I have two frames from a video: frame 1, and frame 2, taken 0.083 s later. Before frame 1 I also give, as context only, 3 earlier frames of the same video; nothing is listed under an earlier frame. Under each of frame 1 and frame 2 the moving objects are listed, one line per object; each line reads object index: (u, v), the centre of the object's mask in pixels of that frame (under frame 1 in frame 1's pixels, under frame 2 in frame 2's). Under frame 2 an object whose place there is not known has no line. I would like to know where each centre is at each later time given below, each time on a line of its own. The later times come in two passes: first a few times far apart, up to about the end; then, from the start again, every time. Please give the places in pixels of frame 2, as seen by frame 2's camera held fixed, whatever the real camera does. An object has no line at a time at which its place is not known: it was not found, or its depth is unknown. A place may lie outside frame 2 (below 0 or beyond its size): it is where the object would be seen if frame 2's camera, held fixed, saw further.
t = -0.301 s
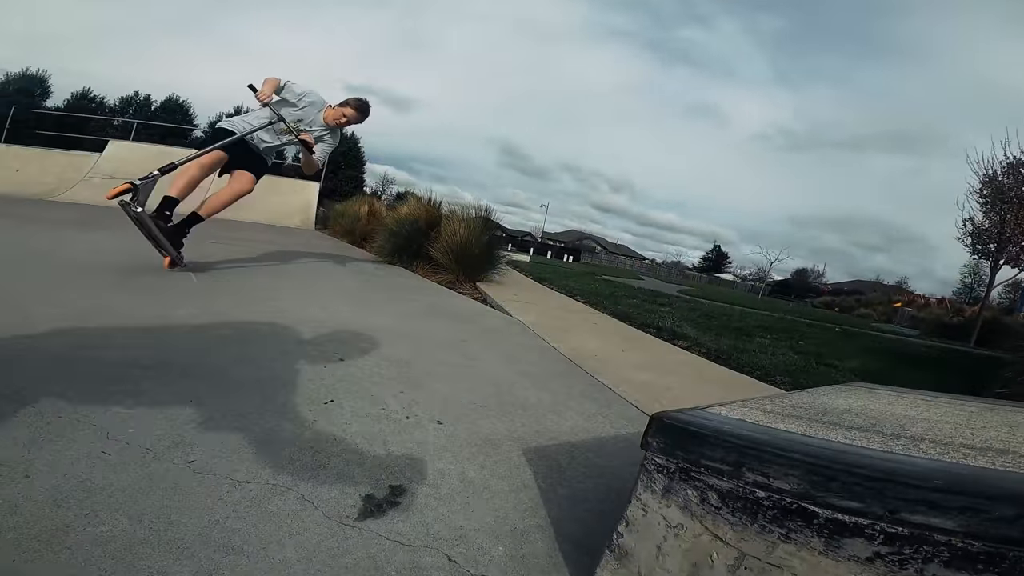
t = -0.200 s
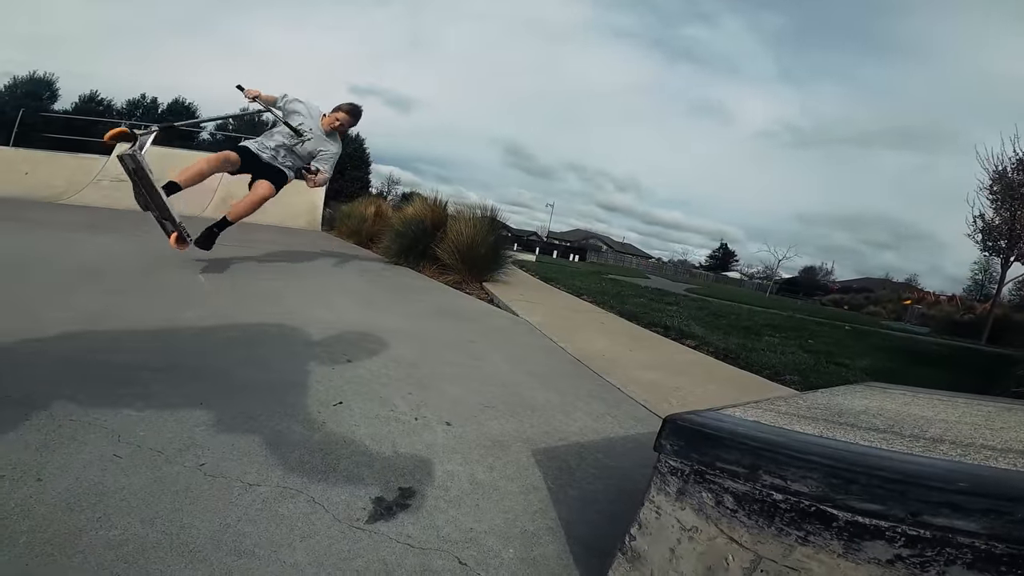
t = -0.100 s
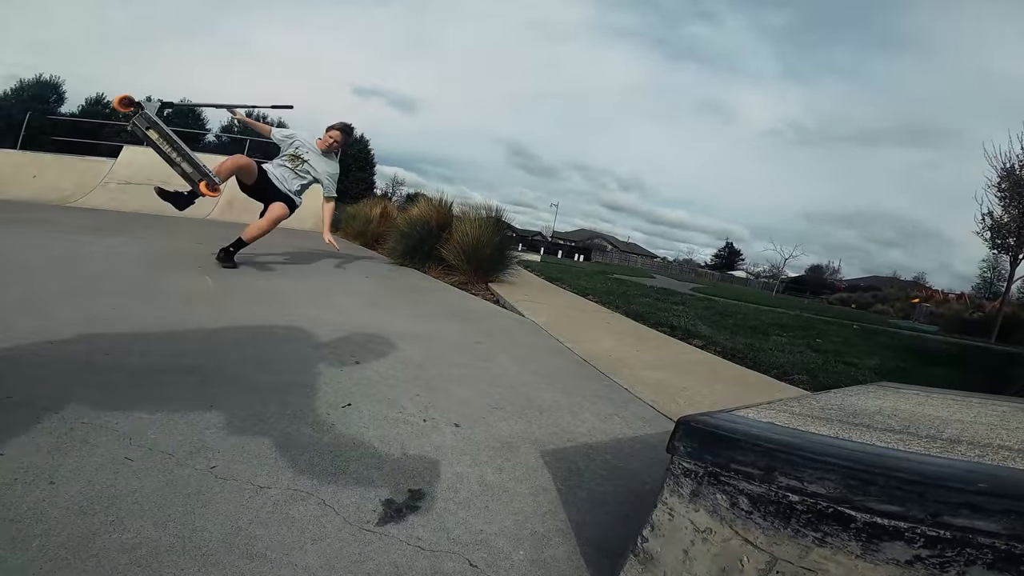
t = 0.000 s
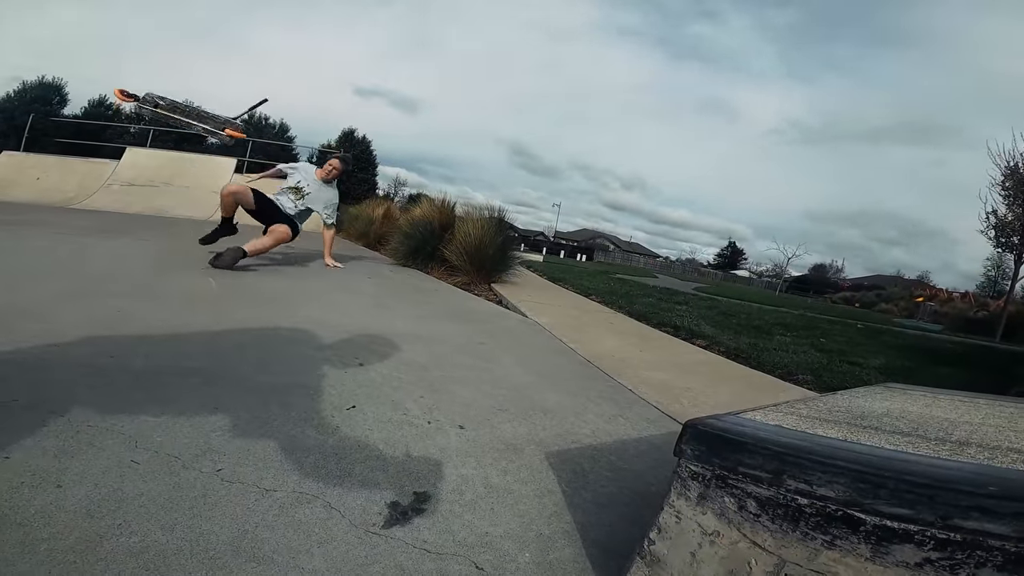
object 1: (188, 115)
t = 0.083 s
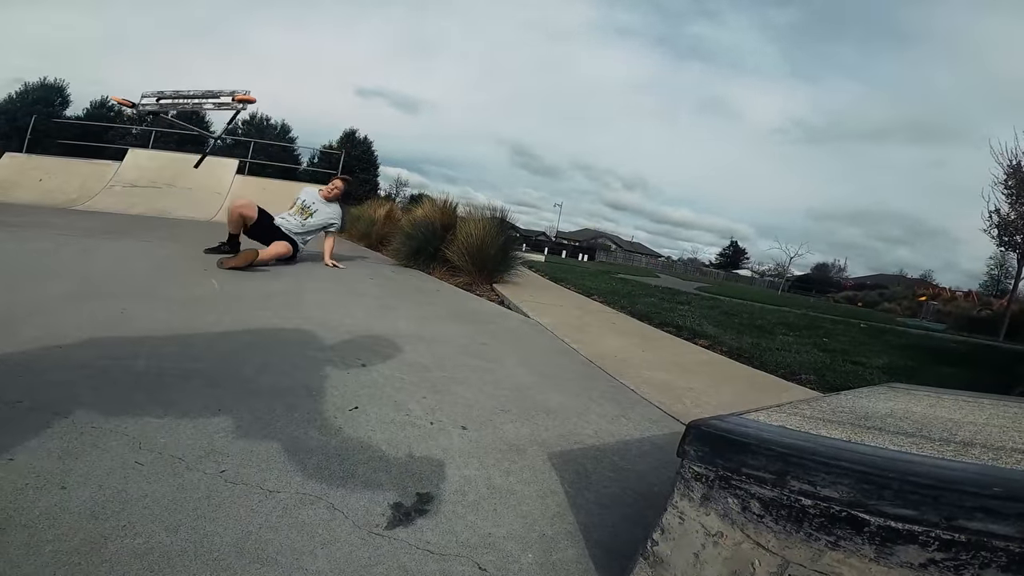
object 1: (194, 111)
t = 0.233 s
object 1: (166, 116)
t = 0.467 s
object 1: (136, 176)
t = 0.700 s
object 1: (78, 179)
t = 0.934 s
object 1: (37, 236)
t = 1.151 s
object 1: (29, 229)
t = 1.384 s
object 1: (26, 231)
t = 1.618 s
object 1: (25, 239)
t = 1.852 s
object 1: (27, 239)
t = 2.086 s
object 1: (26, 237)
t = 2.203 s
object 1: (26, 237)
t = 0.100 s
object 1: (189, 108)
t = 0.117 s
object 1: (186, 107)
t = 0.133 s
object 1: (181, 106)
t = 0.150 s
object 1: (180, 106)
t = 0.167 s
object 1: (177, 107)
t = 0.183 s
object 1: (174, 109)
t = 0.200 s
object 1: (172, 110)
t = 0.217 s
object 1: (168, 113)
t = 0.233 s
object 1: (166, 116)
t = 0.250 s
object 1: (161, 121)
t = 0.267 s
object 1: (157, 124)
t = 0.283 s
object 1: (156, 127)
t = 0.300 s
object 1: (156, 130)
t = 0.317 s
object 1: (150, 139)
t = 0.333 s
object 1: (147, 147)
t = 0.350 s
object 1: (148, 148)
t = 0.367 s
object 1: (143, 159)
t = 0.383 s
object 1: (142, 169)
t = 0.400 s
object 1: (141, 176)
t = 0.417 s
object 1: (141, 182)
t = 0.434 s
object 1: (140, 179)
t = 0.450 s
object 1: (138, 178)
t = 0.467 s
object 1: (136, 176)
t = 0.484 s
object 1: (132, 172)
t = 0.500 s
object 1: (129, 170)
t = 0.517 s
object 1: (126, 170)
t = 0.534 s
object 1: (122, 166)
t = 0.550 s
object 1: (119, 165)
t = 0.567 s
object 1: (114, 163)
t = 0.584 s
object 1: (108, 164)
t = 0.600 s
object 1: (105, 166)
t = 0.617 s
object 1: (100, 166)
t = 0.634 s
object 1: (95, 168)
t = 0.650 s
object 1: (90, 169)
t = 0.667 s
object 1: (85, 172)
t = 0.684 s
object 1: (80, 174)
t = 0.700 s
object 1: (78, 179)
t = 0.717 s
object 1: (70, 181)
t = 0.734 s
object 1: (66, 186)
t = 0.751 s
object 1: (62, 192)
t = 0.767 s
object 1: (57, 197)
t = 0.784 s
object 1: (56, 203)
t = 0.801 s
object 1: (54, 209)
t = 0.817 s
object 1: (49, 215)
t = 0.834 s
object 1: (48, 222)
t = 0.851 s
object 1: (45, 228)
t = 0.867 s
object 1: (43, 230)
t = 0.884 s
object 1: (39, 232)
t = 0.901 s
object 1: (37, 235)
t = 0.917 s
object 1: (42, 239)
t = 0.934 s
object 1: (37, 236)
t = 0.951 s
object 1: (34, 234)
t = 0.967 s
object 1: (34, 233)
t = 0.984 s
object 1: (33, 232)
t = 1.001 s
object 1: (33, 231)
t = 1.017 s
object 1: (33, 229)
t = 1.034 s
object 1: (32, 229)
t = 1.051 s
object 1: (33, 228)
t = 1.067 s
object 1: (32, 228)
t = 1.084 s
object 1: (33, 228)
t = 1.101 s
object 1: (31, 228)
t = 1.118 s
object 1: (30, 228)
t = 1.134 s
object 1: (30, 229)
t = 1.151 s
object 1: (29, 229)
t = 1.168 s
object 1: (28, 231)
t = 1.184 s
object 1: (27, 232)
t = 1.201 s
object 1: (26, 234)
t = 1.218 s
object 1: (27, 236)
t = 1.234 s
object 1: (28, 238)
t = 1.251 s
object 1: (30, 239)
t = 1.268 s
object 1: (28, 238)
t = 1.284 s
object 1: (28, 237)
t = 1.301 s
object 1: (27, 236)
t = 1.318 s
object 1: (27, 234)
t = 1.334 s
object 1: (28, 233)
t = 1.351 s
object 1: (28, 233)
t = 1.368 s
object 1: (28, 232)
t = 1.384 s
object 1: (26, 231)
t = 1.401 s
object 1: (26, 231)
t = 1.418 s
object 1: (27, 232)
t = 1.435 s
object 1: (28, 233)
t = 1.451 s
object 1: (28, 234)
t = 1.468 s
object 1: (28, 234)
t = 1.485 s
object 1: (26, 235)
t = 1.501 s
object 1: (27, 236)
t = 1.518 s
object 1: (26, 238)
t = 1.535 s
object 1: (26, 239)
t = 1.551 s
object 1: (26, 240)
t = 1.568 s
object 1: (26, 240)
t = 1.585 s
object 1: (25, 239)
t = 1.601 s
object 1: (26, 239)
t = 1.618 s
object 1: (25, 239)
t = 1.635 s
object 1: (25, 239)
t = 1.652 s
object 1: (25, 239)
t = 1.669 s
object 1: (26, 239)
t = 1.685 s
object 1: (26, 239)
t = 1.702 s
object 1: (26, 239)
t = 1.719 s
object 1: (26, 239)
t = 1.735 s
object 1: (26, 239)
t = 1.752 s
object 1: (27, 239)
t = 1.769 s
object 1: (26, 239)
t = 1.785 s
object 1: (26, 239)
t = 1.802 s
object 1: (26, 239)
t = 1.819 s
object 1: (26, 239)
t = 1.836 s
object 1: (26, 239)
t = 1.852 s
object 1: (27, 239)
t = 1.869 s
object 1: (27, 239)
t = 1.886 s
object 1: (27, 239)
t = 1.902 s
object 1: (26, 238)
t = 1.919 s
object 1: (26, 238)
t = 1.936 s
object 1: (26, 238)
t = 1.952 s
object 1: (25, 238)
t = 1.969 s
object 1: (25, 238)
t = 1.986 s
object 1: (26, 238)
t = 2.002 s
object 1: (26, 238)
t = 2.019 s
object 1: (26, 238)
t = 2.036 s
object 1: (25, 237)
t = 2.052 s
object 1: (26, 238)
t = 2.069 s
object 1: (26, 237)
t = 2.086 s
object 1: (26, 237)
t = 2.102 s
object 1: (26, 237)
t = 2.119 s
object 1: (25, 237)
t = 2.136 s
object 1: (27, 237)
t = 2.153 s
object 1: (26, 237)
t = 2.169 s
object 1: (26, 237)
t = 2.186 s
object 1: (26, 236)
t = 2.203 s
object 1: (26, 237)
